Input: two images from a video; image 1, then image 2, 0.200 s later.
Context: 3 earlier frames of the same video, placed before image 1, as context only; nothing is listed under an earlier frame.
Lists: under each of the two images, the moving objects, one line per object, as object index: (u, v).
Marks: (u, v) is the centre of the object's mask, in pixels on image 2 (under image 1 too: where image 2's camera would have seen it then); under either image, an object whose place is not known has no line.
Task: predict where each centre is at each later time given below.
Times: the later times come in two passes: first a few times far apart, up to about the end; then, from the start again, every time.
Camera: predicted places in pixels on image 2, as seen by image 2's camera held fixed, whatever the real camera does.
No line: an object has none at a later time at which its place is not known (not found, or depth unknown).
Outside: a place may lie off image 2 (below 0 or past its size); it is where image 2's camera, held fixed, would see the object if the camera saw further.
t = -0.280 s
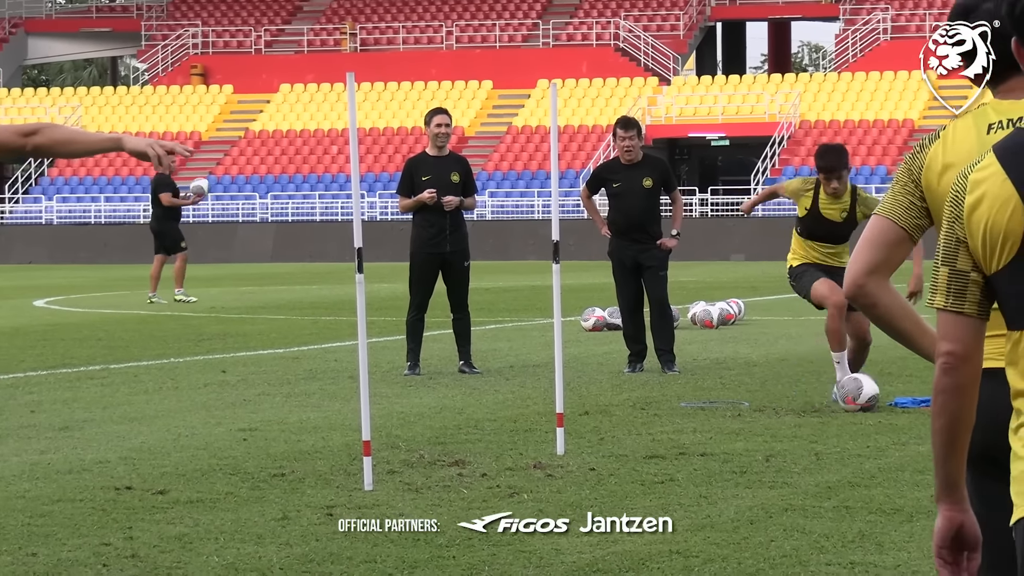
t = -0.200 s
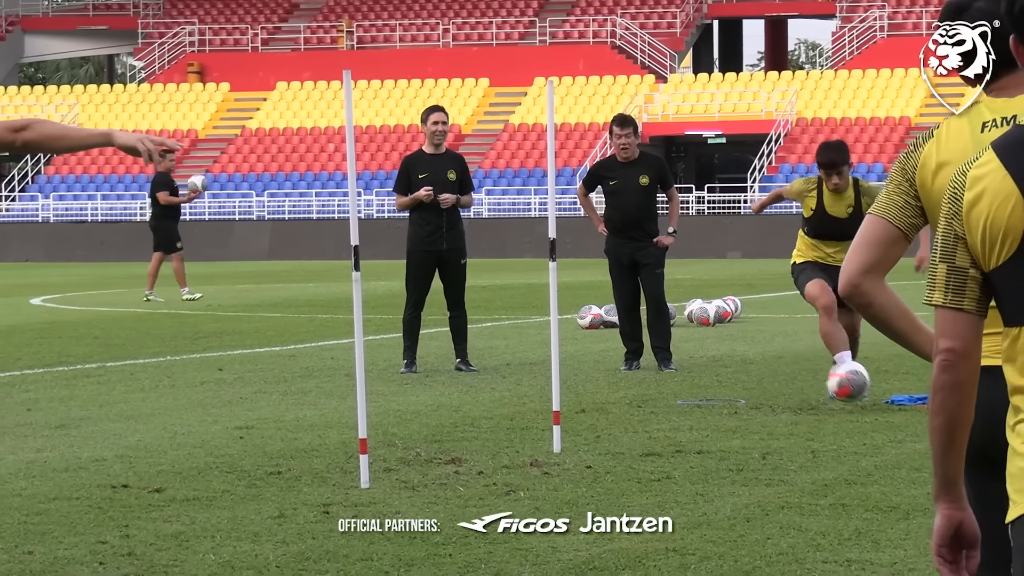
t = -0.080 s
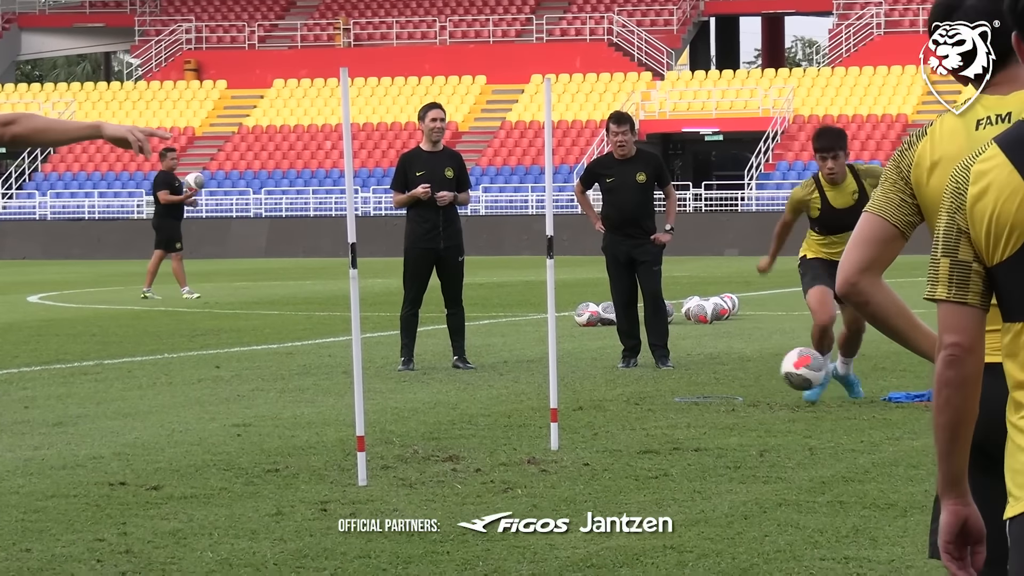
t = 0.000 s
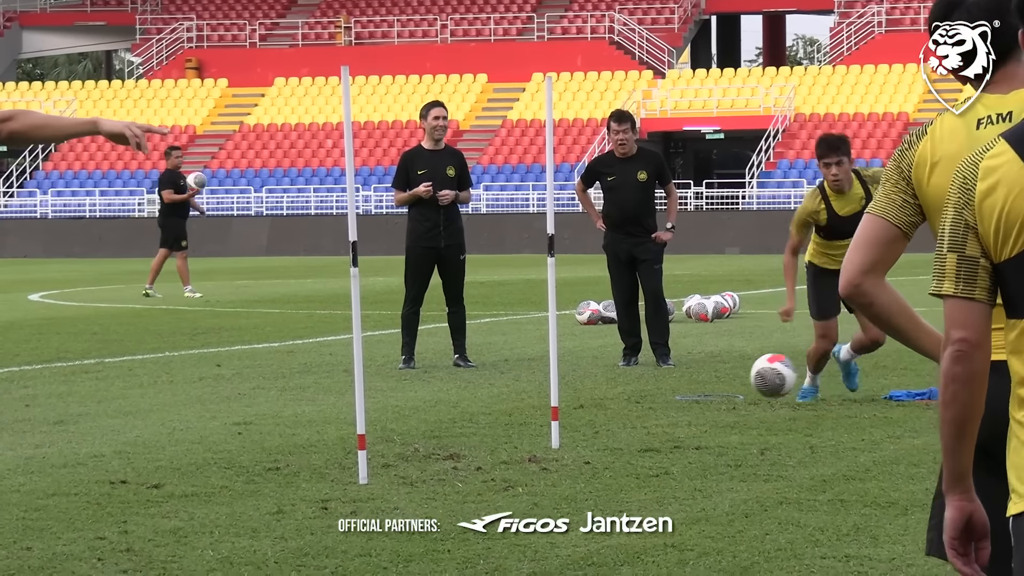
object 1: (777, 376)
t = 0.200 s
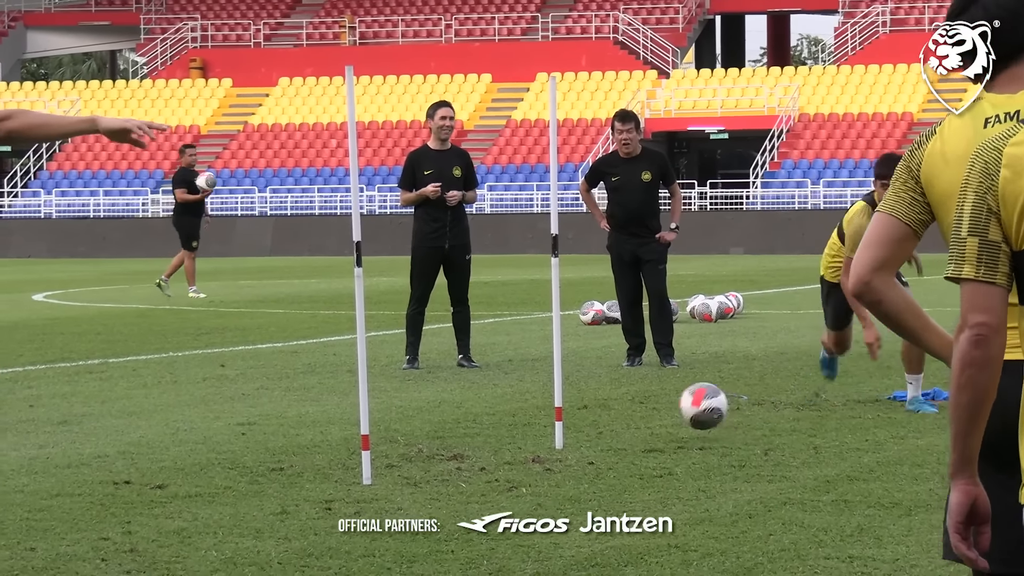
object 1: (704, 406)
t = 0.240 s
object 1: (691, 402)
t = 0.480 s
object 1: (618, 430)
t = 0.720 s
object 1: (547, 447)
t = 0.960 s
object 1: (475, 463)
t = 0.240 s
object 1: (691, 402)
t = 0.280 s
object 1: (680, 401)
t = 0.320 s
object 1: (668, 403)
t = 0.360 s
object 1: (655, 410)
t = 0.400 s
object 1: (643, 420)
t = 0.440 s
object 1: (630, 433)
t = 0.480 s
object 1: (618, 430)
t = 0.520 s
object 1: (607, 427)
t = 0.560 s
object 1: (595, 426)
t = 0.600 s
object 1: (583, 430)
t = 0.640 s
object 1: (571, 438)
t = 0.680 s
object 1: (558, 448)
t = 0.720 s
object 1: (547, 447)
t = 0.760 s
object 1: (535, 448)
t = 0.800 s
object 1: (524, 453)
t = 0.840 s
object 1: (511, 457)
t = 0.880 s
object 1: (499, 458)
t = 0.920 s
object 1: (487, 460)
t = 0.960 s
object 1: (475, 463)
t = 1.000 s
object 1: (463, 466)
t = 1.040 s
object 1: (451, 468)
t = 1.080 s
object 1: (438, 472)
